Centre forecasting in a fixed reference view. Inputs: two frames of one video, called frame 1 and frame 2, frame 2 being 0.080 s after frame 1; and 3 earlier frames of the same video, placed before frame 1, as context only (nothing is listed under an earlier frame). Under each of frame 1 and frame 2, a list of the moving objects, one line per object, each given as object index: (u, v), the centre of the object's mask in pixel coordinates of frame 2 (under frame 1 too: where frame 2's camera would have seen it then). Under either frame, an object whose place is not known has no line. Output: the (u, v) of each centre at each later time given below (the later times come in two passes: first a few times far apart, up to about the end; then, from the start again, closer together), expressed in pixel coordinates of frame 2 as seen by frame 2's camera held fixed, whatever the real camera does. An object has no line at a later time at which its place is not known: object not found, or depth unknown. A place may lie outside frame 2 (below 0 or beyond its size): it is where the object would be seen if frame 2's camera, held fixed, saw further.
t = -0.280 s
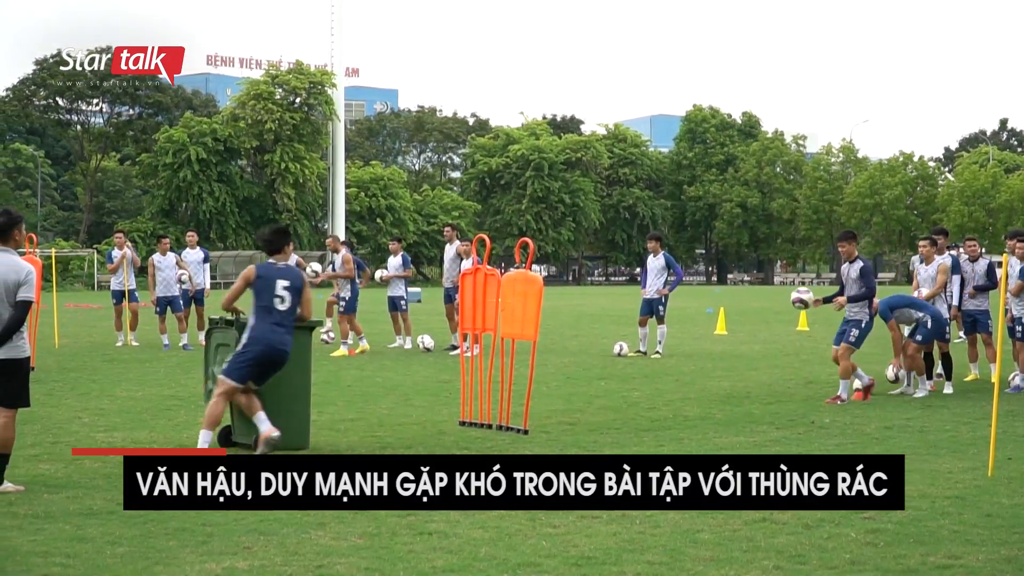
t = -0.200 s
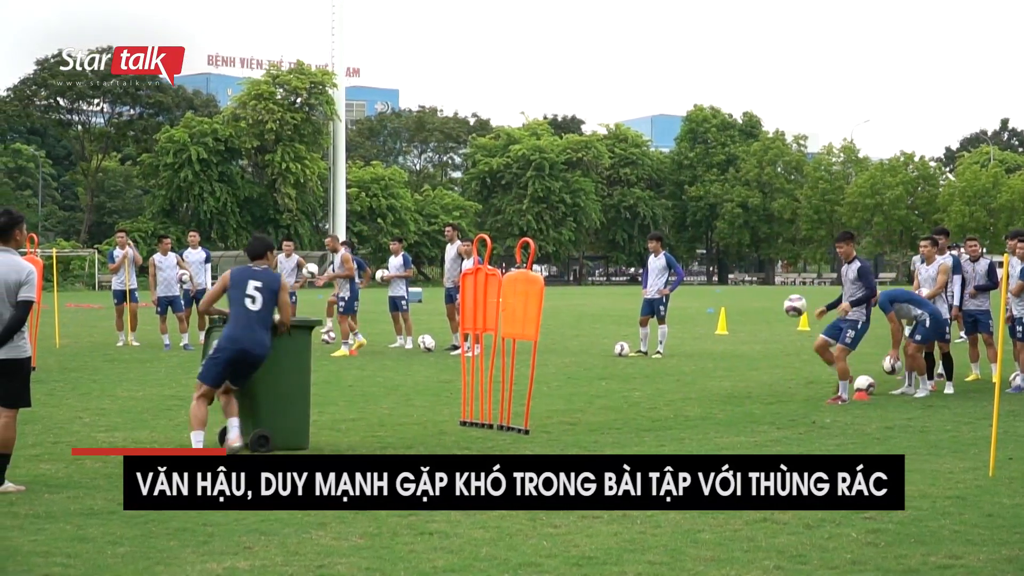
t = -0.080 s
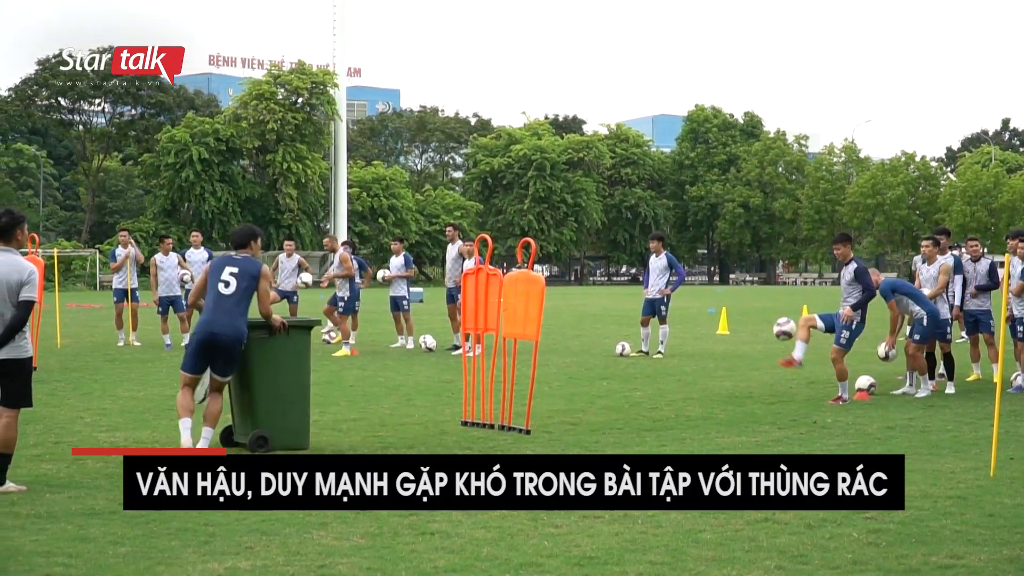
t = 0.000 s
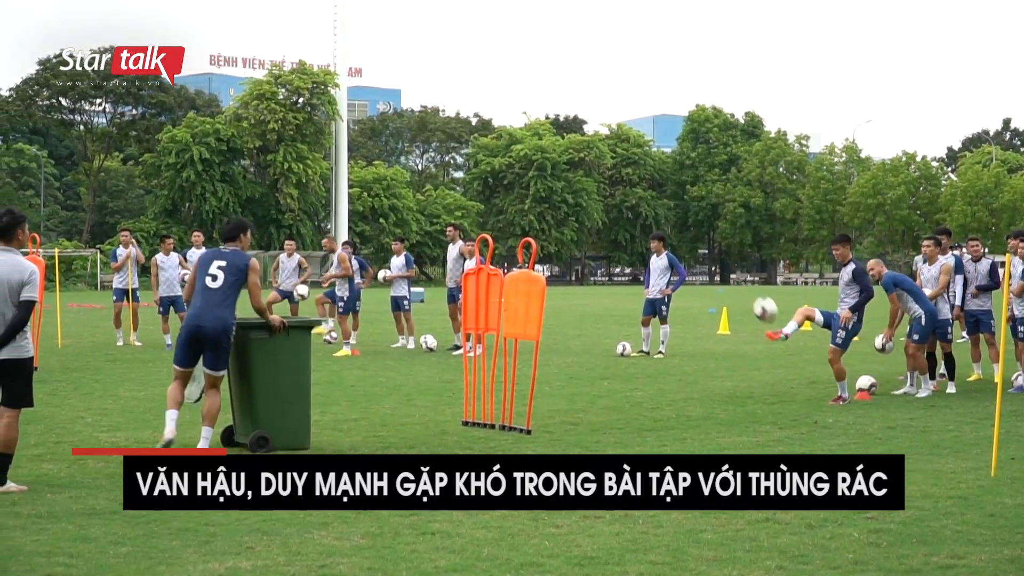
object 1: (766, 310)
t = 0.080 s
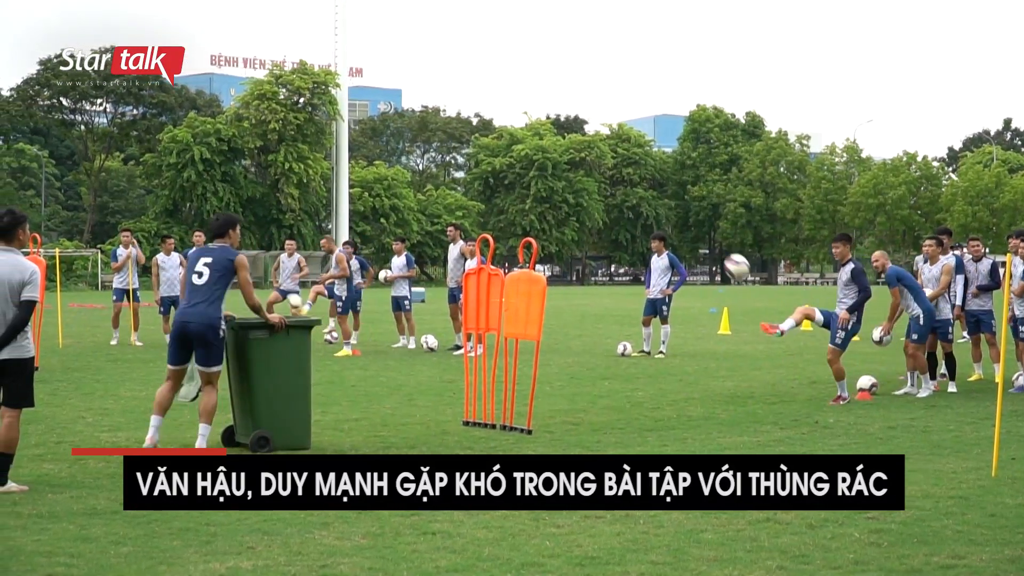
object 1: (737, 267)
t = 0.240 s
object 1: (673, 195)
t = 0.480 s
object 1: (567, 132)
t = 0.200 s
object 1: (690, 212)
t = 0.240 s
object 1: (673, 195)
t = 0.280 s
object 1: (655, 185)
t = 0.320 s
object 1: (639, 169)
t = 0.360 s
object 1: (623, 158)
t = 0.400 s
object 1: (603, 148)
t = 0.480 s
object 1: (567, 132)
